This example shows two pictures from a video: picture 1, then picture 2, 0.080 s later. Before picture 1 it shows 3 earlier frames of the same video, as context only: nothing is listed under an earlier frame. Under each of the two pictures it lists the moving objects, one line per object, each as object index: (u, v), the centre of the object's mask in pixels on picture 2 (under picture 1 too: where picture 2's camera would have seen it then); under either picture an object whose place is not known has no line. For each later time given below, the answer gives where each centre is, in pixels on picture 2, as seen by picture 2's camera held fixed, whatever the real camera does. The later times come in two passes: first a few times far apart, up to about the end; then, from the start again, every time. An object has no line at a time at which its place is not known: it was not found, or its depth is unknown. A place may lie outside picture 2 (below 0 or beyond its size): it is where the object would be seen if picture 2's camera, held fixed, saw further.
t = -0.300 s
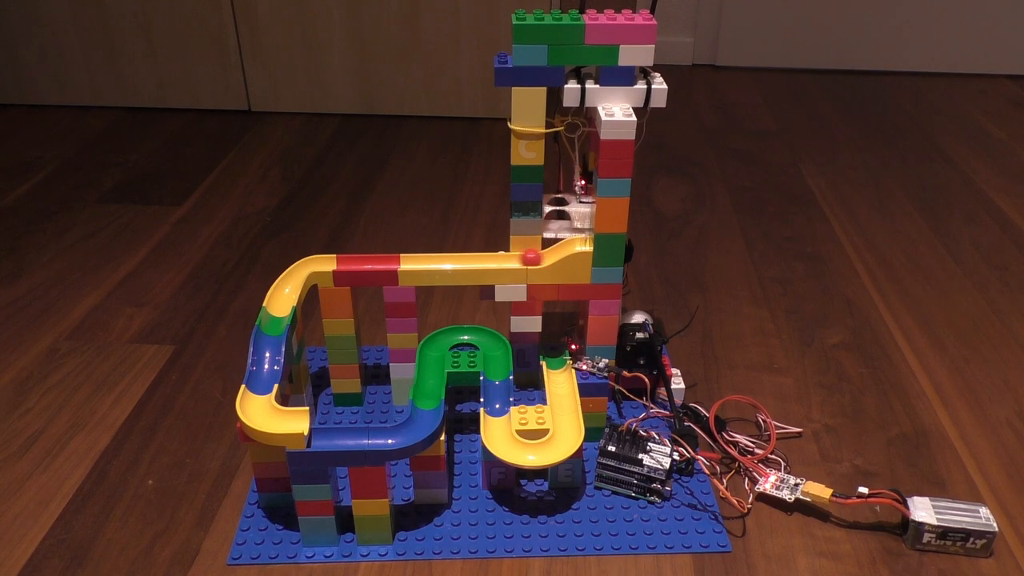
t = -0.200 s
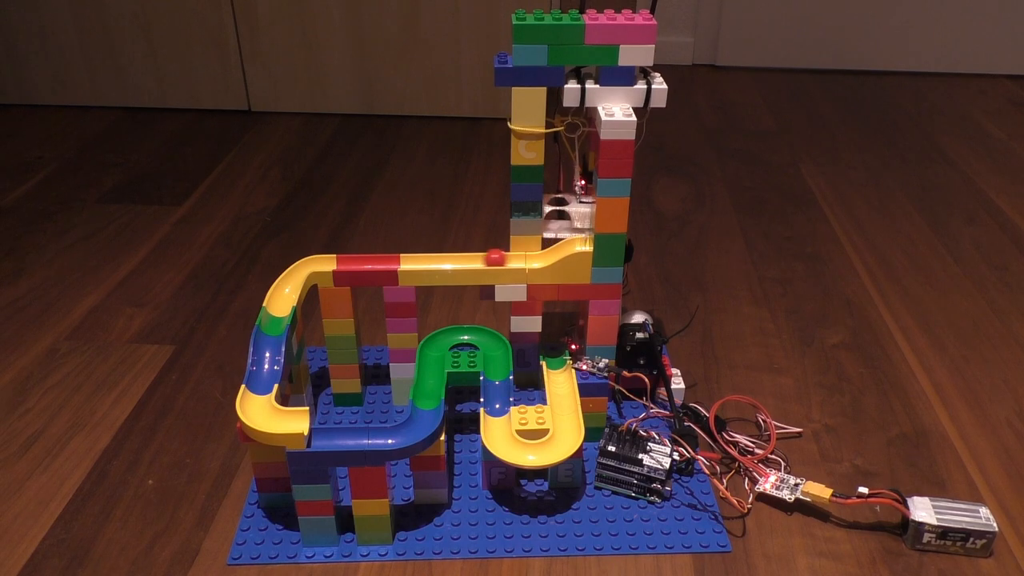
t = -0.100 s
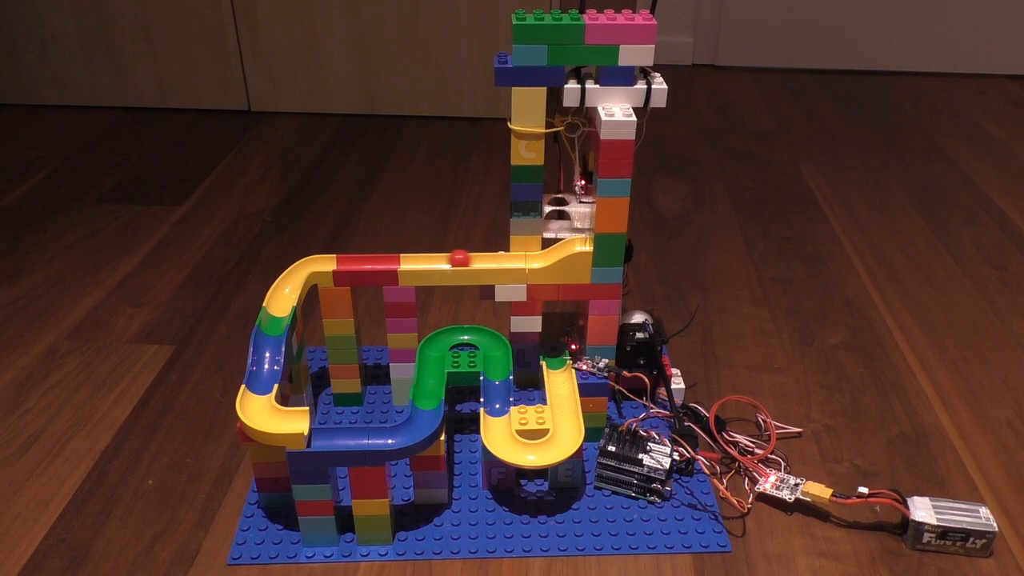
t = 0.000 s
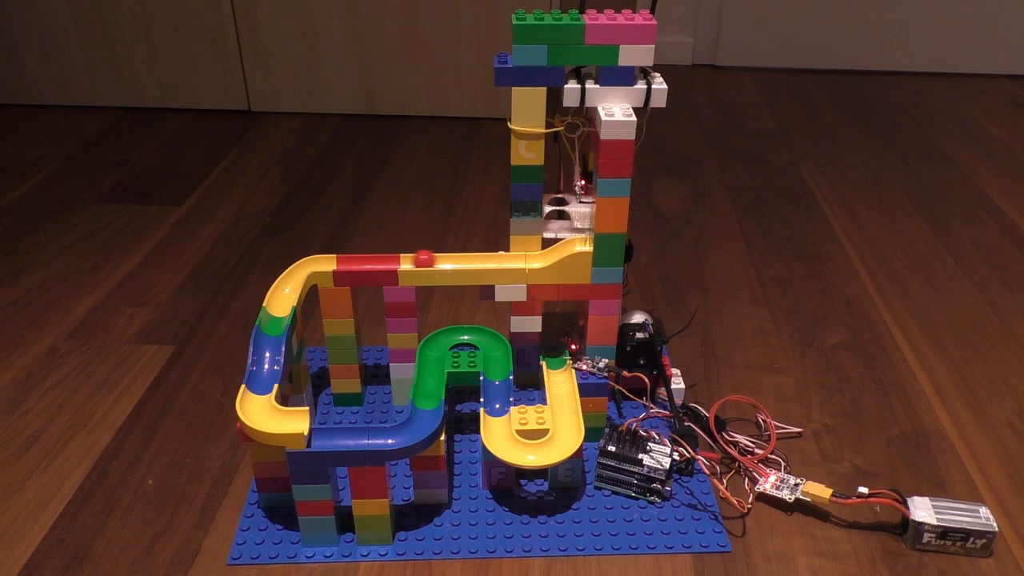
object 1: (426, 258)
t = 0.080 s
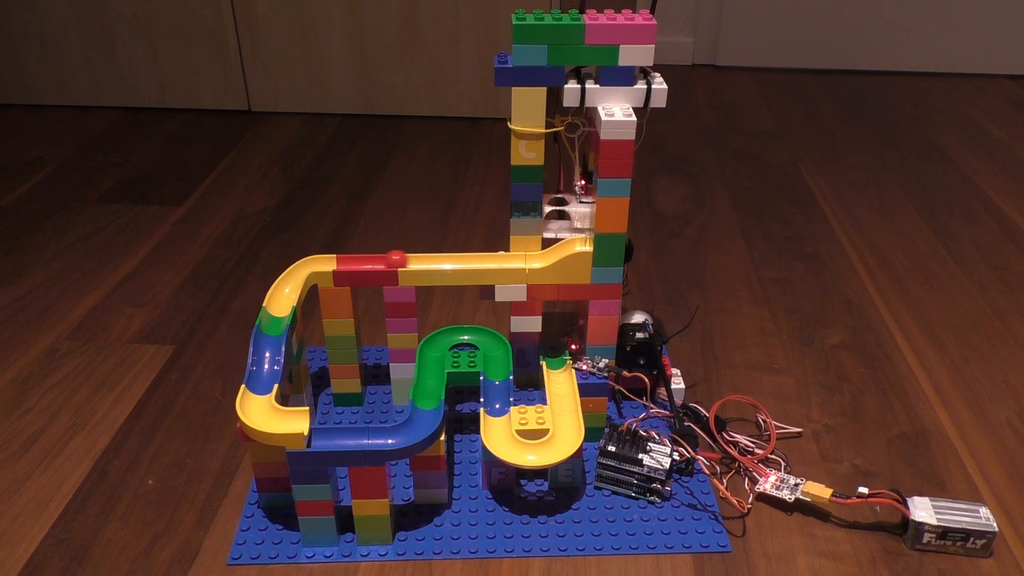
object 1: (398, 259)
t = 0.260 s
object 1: (337, 260)
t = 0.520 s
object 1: (276, 316)
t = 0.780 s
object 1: (280, 419)
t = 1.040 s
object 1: (403, 431)
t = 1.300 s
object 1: (427, 391)
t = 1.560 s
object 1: (441, 338)
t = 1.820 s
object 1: (497, 356)
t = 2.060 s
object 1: (498, 430)
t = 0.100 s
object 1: (391, 259)
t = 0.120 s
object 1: (385, 259)
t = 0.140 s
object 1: (377, 259)
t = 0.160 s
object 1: (371, 259)
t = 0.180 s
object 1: (364, 260)
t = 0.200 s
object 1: (357, 259)
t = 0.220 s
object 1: (350, 260)
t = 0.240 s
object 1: (344, 260)
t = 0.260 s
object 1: (337, 260)
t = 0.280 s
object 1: (331, 260)
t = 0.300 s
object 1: (324, 260)
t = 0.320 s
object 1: (317, 260)
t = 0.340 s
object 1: (311, 261)
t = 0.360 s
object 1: (304, 265)
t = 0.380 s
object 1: (298, 270)
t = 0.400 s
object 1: (292, 277)
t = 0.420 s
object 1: (287, 286)
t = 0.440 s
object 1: (283, 294)
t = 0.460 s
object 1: (281, 300)
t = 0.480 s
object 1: (279, 305)
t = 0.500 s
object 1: (277, 311)
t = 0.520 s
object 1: (276, 316)
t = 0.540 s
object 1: (273, 321)
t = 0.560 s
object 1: (272, 327)
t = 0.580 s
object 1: (269, 333)
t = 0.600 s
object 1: (268, 342)
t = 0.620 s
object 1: (267, 352)
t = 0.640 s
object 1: (265, 365)
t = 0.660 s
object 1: (262, 379)
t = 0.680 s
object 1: (260, 386)
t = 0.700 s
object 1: (256, 396)
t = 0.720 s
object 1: (256, 406)
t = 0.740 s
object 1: (261, 413)
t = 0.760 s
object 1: (269, 417)
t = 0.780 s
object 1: (280, 419)
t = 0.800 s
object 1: (291, 419)
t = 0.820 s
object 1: (305, 418)
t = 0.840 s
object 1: (316, 420)
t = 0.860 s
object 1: (326, 423)
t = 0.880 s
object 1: (337, 431)
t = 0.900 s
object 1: (348, 433)
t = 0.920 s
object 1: (356, 430)
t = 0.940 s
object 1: (366, 431)
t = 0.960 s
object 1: (374, 433)
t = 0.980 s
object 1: (381, 434)
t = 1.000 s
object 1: (389, 433)
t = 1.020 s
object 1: (396, 433)
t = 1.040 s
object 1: (403, 431)
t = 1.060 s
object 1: (408, 429)
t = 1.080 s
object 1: (414, 427)
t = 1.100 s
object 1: (417, 424)
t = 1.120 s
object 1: (421, 421)
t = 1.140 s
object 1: (423, 418)
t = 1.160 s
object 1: (425, 414)
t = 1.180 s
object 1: (426, 411)
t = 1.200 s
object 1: (426, 407)
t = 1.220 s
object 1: (426, 404)
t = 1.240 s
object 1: (427, 400)
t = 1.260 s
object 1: (427, 397)
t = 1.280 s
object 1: (427, 394)
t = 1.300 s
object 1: (427, 391)
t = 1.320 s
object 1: (428, 388)
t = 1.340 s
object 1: (428, 386)
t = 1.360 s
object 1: (429, 384)
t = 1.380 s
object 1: (429, 383)
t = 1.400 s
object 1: (429, 382)
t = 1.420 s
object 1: (430, 378)
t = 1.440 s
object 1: (431, 372)
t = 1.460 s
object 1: (432, 365)
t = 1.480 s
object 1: (432, 359)
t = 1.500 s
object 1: (433, 353)
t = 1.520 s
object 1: (433, 348)
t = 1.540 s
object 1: (437, 343)
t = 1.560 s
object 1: (441, 338)
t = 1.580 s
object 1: (447, 334)
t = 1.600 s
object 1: (455, 332)
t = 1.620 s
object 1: (463, 331)
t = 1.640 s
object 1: (470, 331)
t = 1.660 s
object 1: (478, 332)
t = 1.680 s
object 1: (483, 335)
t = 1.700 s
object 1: (488, 338)
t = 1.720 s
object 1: (491, 341)
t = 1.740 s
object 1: (494, 344)
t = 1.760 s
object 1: (496, 347)
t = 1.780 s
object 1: (496, 351)
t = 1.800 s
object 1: (497, 353)
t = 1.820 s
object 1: (497, 356)
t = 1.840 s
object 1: (496, 360)
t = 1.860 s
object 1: (497, 363)
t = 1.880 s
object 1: (497, 366)
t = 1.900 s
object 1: (497, 370)
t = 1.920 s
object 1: (497, 374)
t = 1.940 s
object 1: (497, 380)
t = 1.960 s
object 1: (497, 388)
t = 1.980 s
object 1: (497, 398)
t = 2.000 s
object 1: (497, 407)
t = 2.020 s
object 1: (498, 415)
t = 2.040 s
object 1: (497, 422)
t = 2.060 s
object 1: (498, 430)
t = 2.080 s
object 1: (499, 437)
